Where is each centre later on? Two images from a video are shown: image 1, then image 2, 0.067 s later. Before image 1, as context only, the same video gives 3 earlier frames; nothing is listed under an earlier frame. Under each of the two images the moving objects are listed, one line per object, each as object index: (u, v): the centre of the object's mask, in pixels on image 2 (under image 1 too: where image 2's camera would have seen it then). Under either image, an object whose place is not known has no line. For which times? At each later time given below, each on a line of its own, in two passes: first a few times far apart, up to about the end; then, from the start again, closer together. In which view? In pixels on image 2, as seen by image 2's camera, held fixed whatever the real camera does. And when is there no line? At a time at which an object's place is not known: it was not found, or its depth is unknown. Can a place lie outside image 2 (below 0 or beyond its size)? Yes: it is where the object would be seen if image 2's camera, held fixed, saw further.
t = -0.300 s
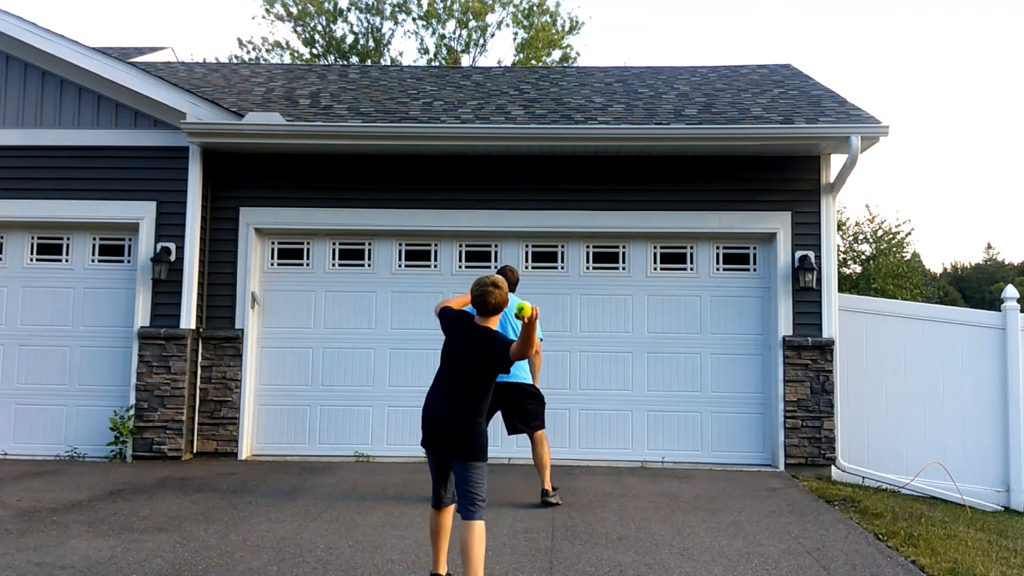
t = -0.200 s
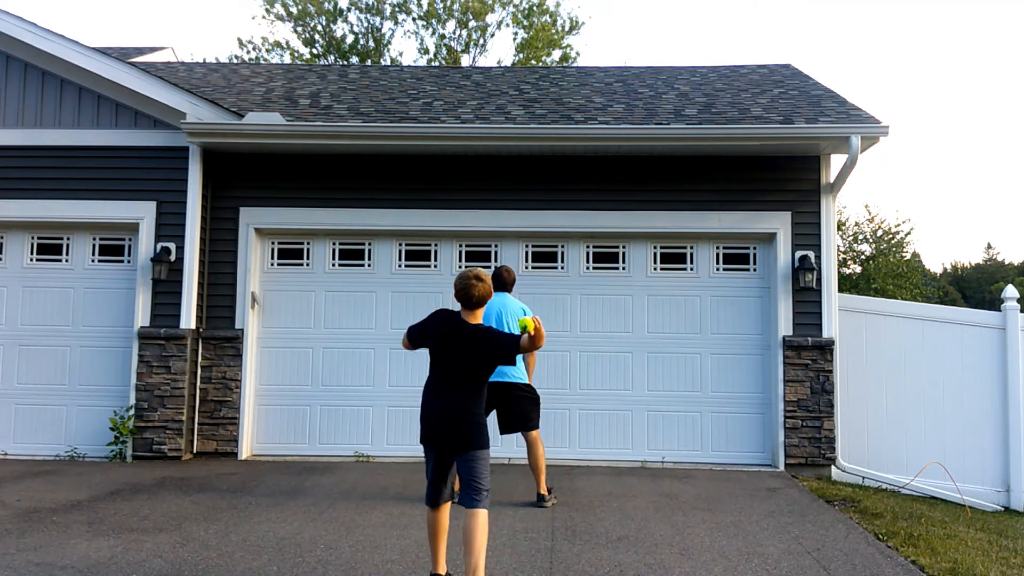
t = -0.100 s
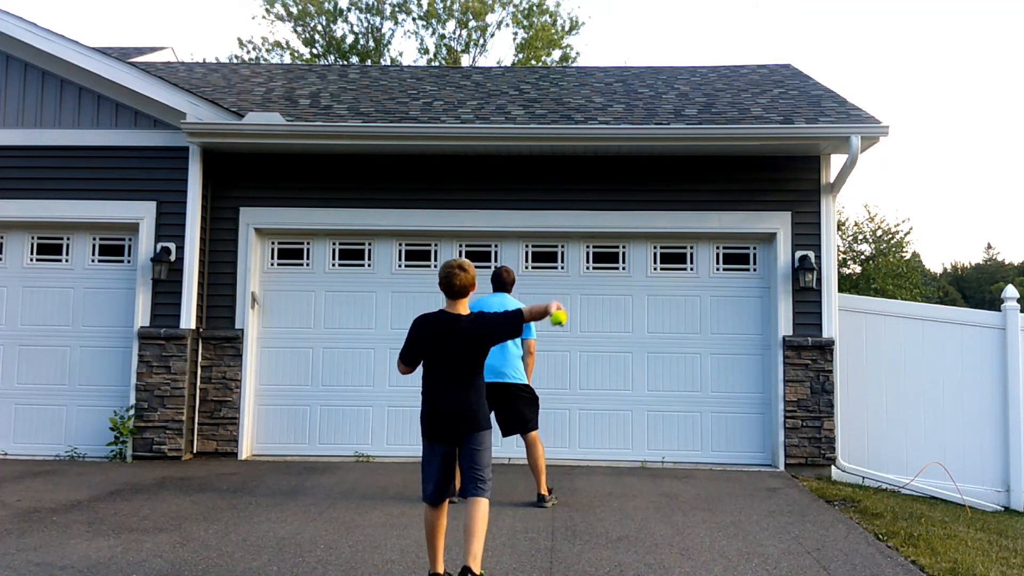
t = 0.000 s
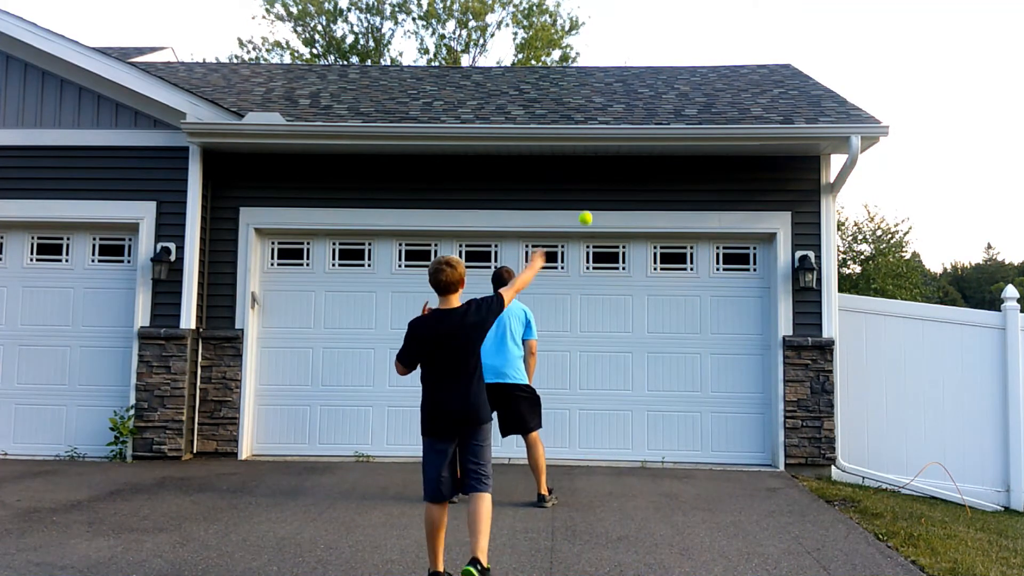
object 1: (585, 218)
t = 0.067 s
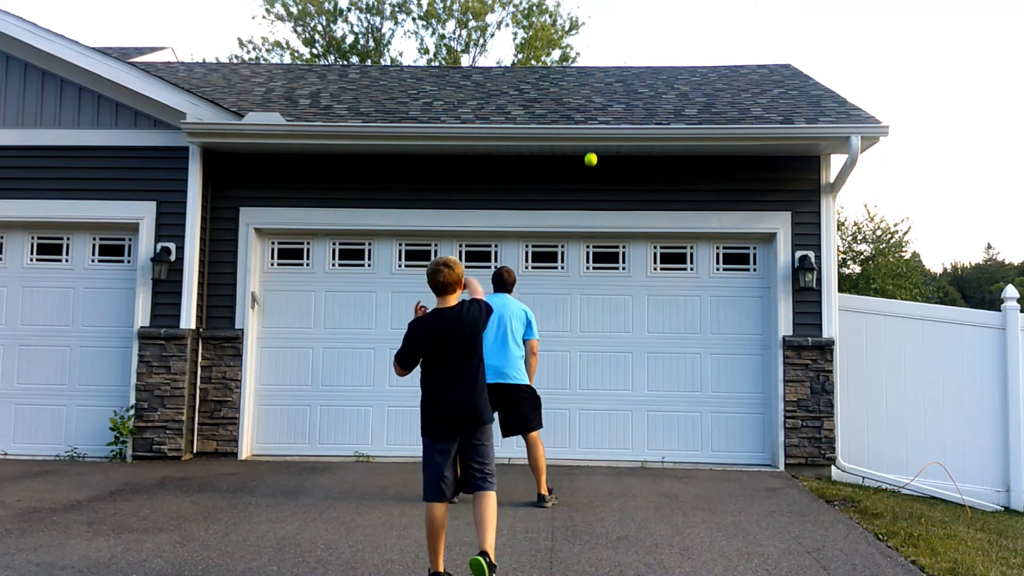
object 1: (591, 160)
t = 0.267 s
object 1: (601, 67)
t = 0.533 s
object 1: (609, 52)
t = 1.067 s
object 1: (626, 43)
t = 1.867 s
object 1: (644, 61)
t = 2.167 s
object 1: (655, 66)
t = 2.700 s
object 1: (678, 70)
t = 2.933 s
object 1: (689, 75)
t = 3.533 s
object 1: (723, 90)
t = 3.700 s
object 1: (736, 98)
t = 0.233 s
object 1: (599, 75)
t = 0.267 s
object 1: (601, 67)
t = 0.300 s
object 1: (602, 59)
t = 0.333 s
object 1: (603, 54)
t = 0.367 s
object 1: (604, 50)
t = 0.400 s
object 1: (605, 48)
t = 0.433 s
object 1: (606, 47)
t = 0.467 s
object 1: (607, 48)
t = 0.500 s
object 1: (608, 49)
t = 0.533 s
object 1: (609, 52)
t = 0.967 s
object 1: (623, 47)
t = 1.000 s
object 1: (624, 45)
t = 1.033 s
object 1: (625, 43)
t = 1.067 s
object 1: (626, 43)
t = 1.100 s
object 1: (628, 44)
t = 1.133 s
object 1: (629, 46)
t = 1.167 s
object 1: (630, 48)
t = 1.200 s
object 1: (631, 52)
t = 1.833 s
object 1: (643, 62)
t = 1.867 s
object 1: (644, 61)
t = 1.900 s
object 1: (645, 61)
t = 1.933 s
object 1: (646, 62)
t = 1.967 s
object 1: (646, 65)
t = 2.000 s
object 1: (648, 67)
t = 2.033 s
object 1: (649, 66)
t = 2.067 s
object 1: (650, 66)
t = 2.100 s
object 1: (652, 66)
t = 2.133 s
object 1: (654, 67)
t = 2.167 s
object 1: (655, 66)
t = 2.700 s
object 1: (678, 70)
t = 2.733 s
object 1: (680, 71)
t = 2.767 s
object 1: (681, 72)
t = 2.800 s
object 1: (683, 72)
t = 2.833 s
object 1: (684, 73)
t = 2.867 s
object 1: (686, 73)
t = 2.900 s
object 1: (687, 73)
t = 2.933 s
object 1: (689, 75)
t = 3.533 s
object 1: (723, 90)
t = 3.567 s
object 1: (725, 93)
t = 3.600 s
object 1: (728, 96)
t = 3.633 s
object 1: (731, 95)
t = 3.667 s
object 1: (733, 96)
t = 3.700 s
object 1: (736, 98)
